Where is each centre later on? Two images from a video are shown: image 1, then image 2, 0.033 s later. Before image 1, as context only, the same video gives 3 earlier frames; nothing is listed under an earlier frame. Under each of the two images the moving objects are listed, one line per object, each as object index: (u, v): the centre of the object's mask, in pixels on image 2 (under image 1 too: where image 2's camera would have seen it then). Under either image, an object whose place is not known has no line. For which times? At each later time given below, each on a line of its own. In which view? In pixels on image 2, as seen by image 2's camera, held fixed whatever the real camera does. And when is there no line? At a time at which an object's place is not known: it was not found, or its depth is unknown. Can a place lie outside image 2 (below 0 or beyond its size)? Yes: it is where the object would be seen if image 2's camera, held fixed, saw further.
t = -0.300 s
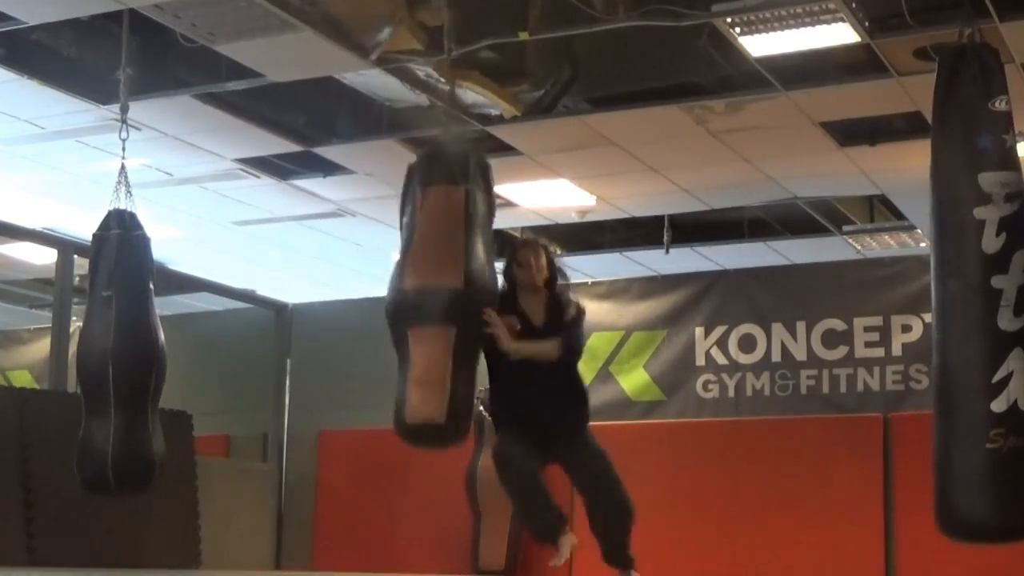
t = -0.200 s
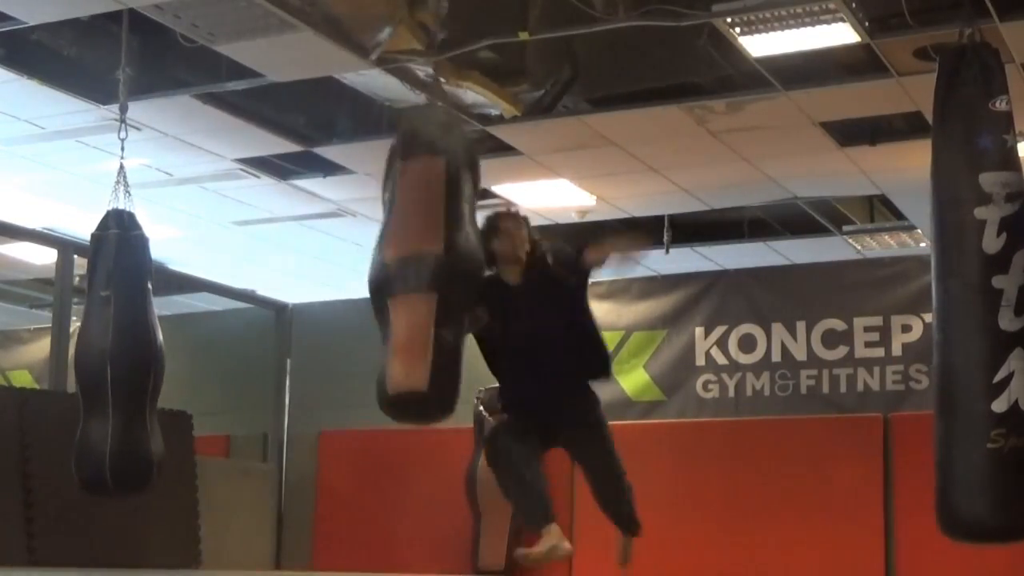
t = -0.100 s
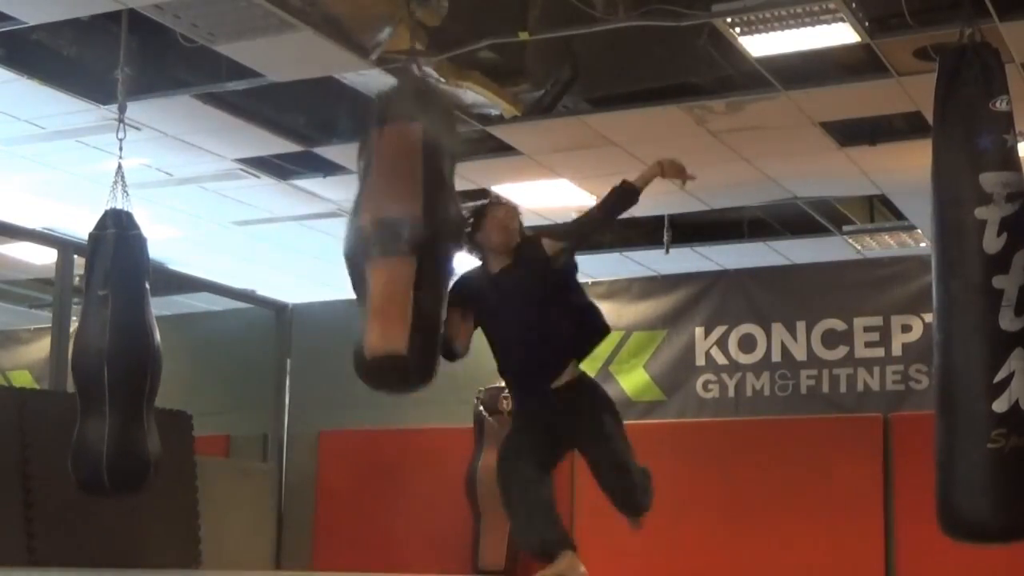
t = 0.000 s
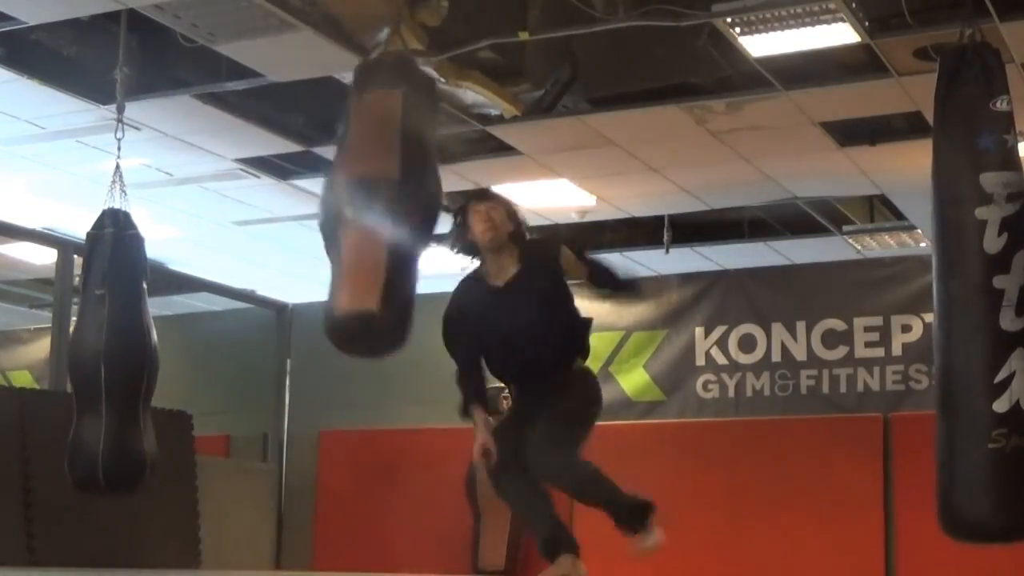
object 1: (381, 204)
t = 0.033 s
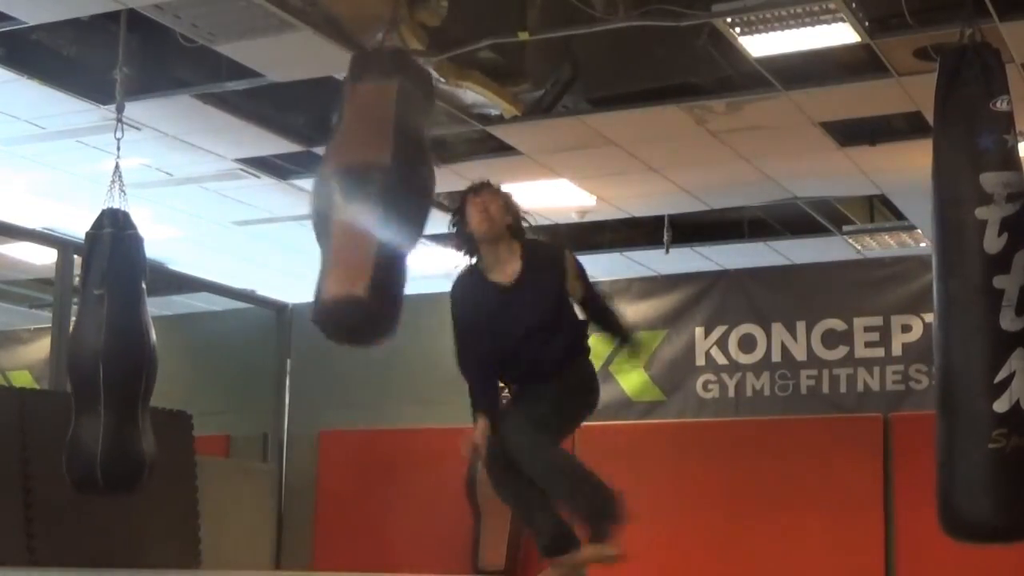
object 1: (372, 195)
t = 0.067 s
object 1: (365, 186)
